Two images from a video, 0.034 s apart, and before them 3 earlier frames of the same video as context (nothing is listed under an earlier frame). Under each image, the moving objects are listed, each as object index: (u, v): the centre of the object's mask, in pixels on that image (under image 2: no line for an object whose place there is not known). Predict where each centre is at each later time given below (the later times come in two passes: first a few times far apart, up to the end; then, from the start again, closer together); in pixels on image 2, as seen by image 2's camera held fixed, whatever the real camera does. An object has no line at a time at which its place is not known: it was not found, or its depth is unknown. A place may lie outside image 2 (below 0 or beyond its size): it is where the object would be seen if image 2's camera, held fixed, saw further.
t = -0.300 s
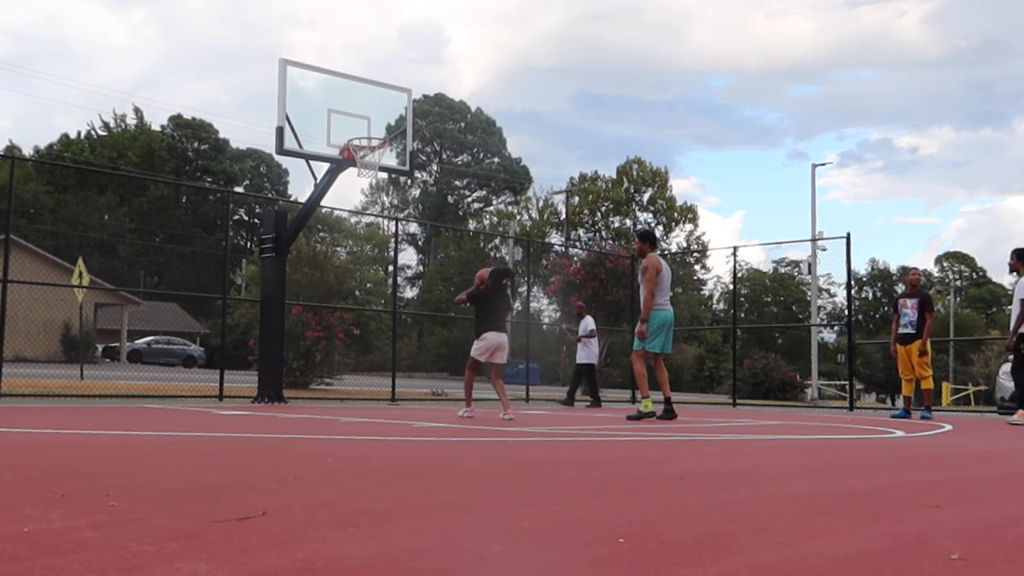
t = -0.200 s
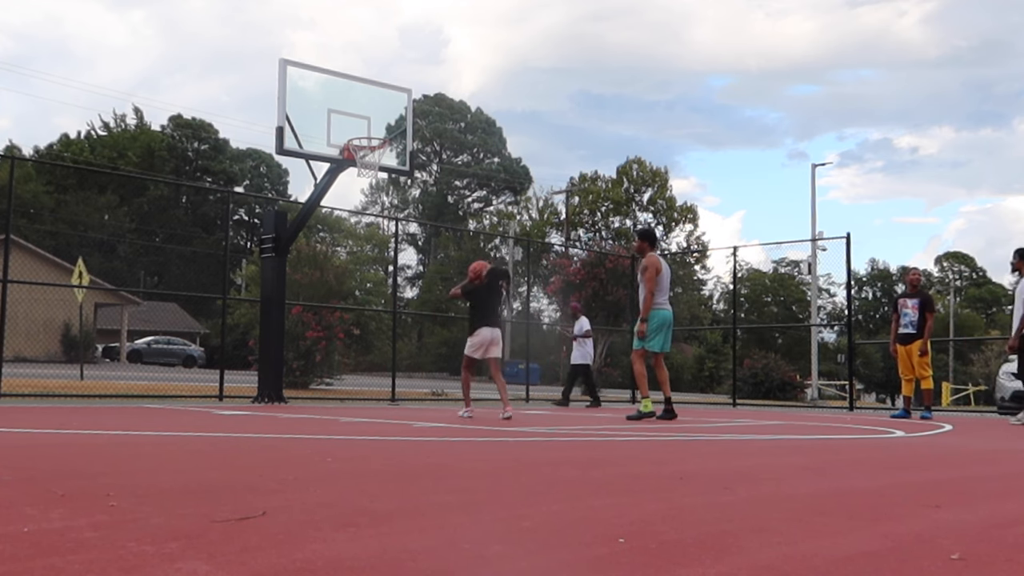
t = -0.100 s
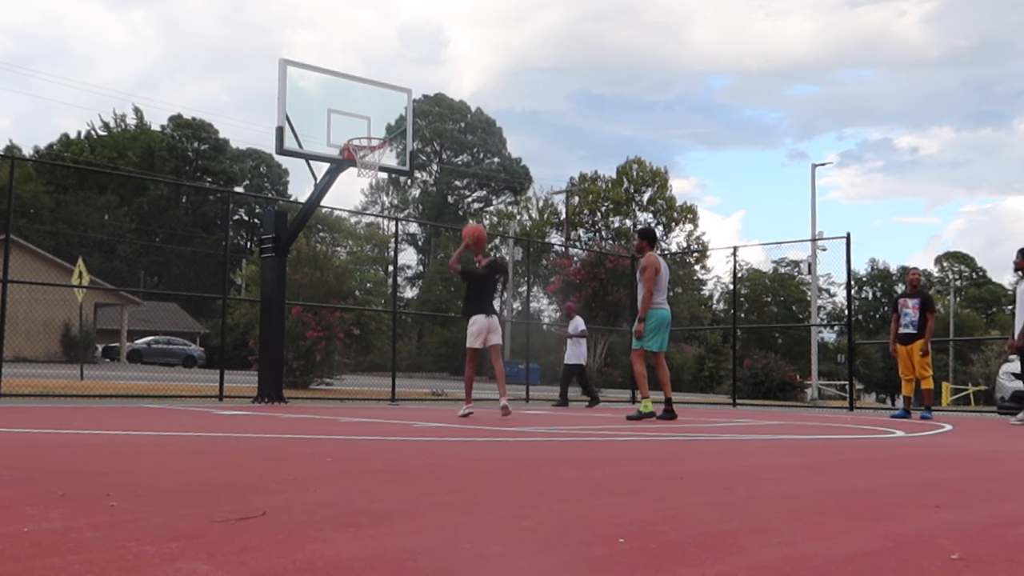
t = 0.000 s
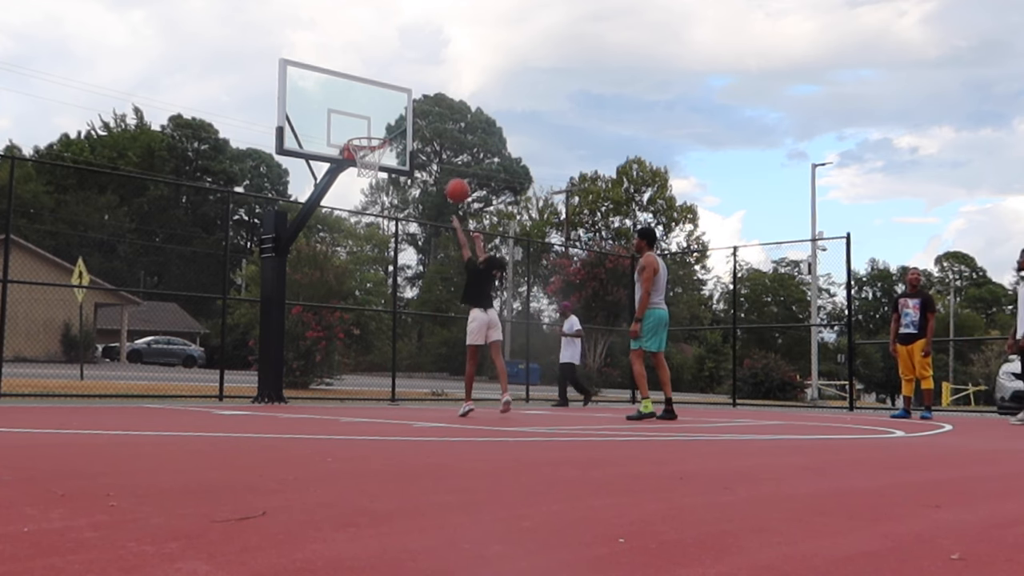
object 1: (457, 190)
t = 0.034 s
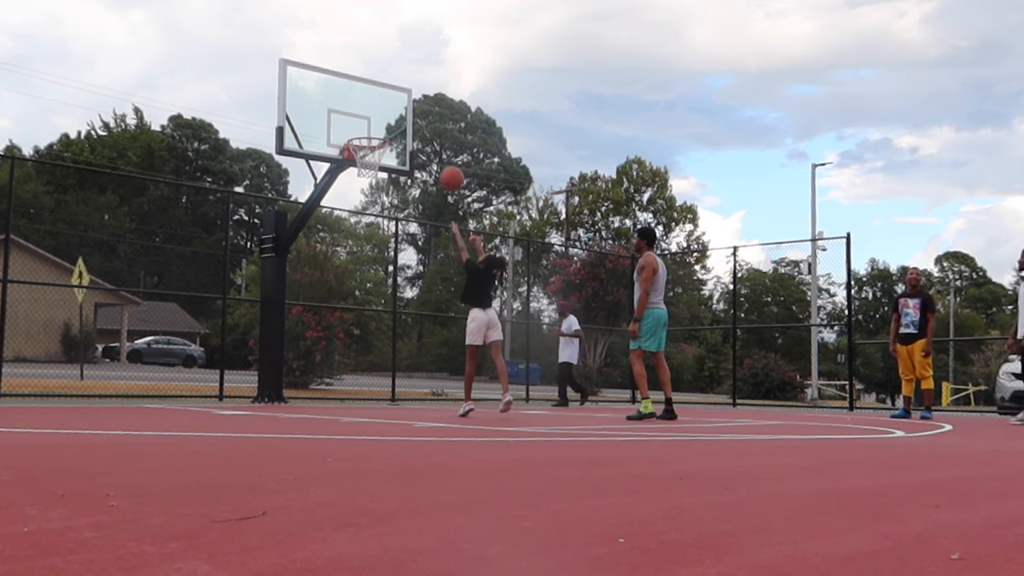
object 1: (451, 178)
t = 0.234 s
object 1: (419, 129)
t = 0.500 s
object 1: (379, 125)
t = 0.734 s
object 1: (365, 117)
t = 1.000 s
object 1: (352, 155)
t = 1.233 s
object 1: (339, 244)
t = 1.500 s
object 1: (321, 392)
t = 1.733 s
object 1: (313, 283)
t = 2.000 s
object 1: (300, 222)
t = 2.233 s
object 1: (287, 222)
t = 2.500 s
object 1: (270, 286)
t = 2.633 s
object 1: (261, 344)
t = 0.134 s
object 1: (435, 149)
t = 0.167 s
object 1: (429, 141)
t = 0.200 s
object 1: (424, 134)
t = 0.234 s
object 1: (419, 129)
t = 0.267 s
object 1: (414, 126)
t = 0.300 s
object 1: (409, 123)
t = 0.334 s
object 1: (404, 121)
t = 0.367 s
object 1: (398, 120)
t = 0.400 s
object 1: (393, 120)
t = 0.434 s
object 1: (388, 121)
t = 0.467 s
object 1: (384, 122)
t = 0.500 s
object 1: (379, 125)
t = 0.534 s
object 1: (374, 128)
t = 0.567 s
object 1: (373, 124)
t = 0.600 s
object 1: (371, 121)
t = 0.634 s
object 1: (370, 118)
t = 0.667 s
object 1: (368, 117)
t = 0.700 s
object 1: (367, 116)
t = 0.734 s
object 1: (365, 117)
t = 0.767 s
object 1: (364, 118)
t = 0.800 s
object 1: (362, 121)
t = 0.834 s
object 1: (361, 124)
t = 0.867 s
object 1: (359, 128)
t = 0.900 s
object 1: (357, 134)
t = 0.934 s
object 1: (356, 140)
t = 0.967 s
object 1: (353, 148)
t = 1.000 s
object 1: (352, 155)
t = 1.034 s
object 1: (350, 165)
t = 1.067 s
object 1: (348, 175)
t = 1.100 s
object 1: (347, 188)
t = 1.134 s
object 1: (345, 200)
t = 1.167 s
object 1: (343, 215)
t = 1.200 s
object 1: (341, 229)
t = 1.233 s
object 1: (339, 244)
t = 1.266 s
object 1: (337, 262)
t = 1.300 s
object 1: (335, 280)
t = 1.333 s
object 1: (333, 300)
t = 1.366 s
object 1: (331, 320)
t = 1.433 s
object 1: (326, 366)
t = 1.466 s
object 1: (323, 390)
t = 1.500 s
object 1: (321, 392)
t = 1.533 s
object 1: (320, 373)
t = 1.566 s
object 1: (319, 356)
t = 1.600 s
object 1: (318, 339)
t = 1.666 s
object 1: (315, 308)
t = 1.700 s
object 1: (314, 295)
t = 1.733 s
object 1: (313, 283)
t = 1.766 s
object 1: (311, 271)
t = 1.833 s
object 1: (308, 252)
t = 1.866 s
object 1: (306, 244)
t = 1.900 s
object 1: (305, 237)
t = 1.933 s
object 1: (303, 231)
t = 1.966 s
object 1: (302, 225)
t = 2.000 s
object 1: (300, 222)
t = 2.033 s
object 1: (298, 219)
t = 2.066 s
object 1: (296, 217)
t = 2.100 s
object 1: (295, 216)
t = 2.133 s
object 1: (293, 216)
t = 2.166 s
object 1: (291, 217)
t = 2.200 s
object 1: (289, 219)
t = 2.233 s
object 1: (287, 222)
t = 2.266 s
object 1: (285, 227)
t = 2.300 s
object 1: (283, 232)
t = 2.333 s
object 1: (281, 239)
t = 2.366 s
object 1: (279, 245)
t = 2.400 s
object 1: (277, 255)
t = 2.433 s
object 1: (275, 264)
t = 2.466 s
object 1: (273, 274)
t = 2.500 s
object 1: (270, 286)
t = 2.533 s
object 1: (268, 299)
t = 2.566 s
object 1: (266, 313)
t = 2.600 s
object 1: (264, 328)
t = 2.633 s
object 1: (261, 344)
